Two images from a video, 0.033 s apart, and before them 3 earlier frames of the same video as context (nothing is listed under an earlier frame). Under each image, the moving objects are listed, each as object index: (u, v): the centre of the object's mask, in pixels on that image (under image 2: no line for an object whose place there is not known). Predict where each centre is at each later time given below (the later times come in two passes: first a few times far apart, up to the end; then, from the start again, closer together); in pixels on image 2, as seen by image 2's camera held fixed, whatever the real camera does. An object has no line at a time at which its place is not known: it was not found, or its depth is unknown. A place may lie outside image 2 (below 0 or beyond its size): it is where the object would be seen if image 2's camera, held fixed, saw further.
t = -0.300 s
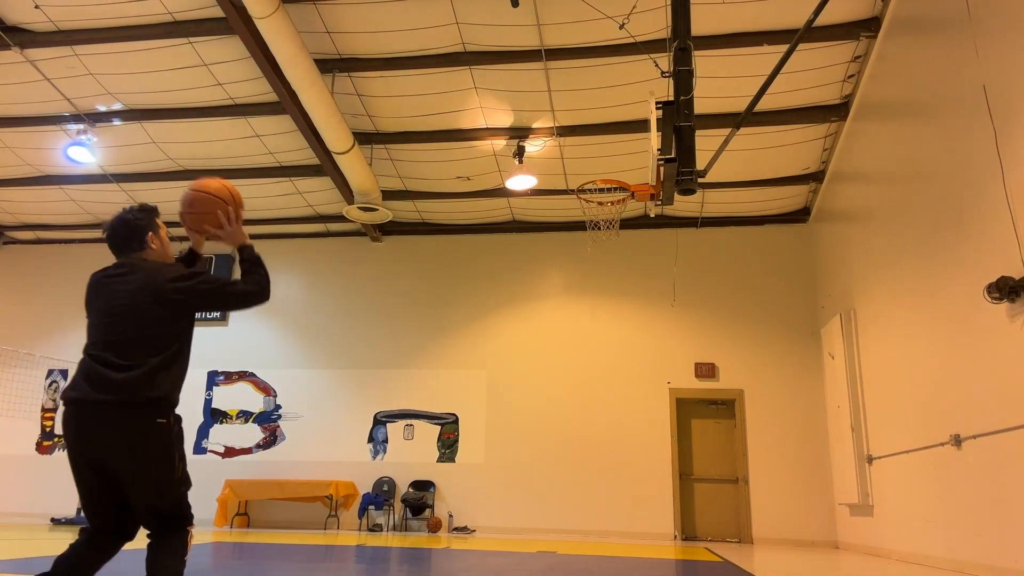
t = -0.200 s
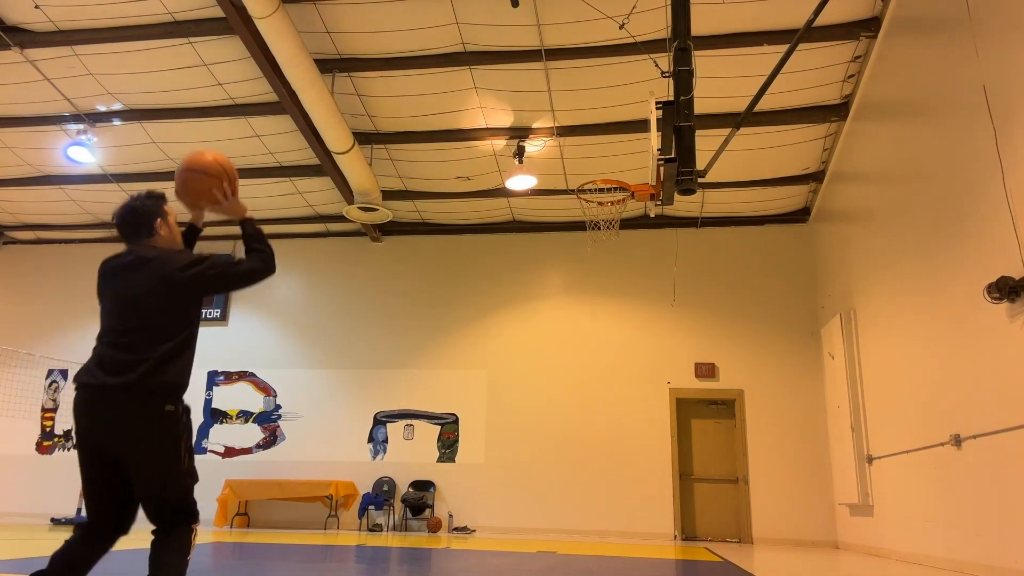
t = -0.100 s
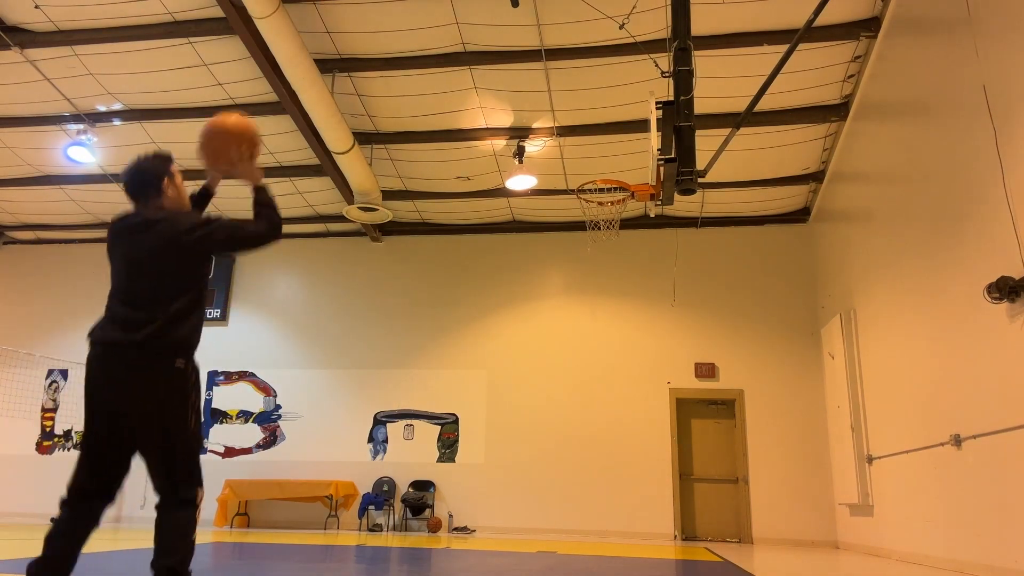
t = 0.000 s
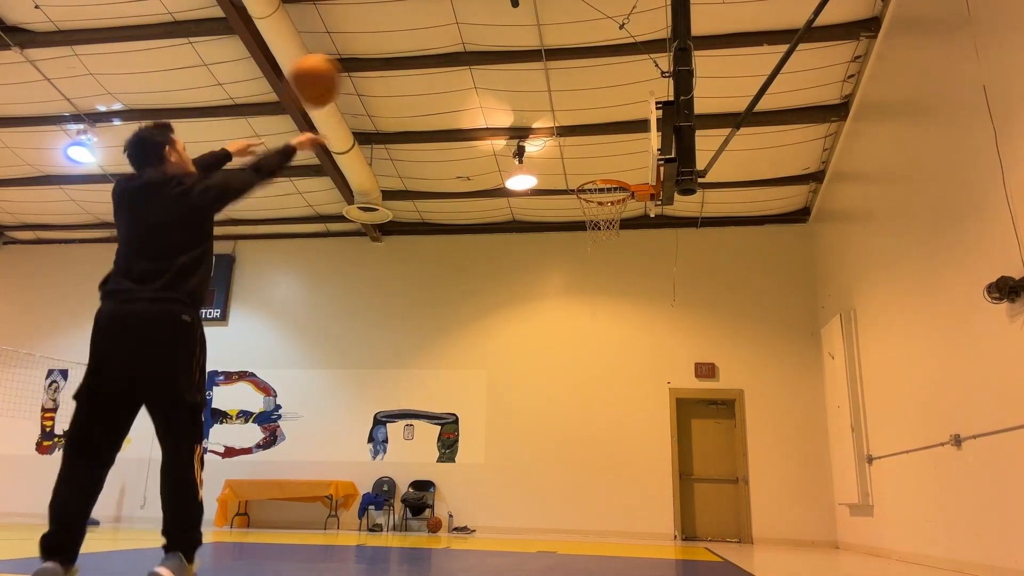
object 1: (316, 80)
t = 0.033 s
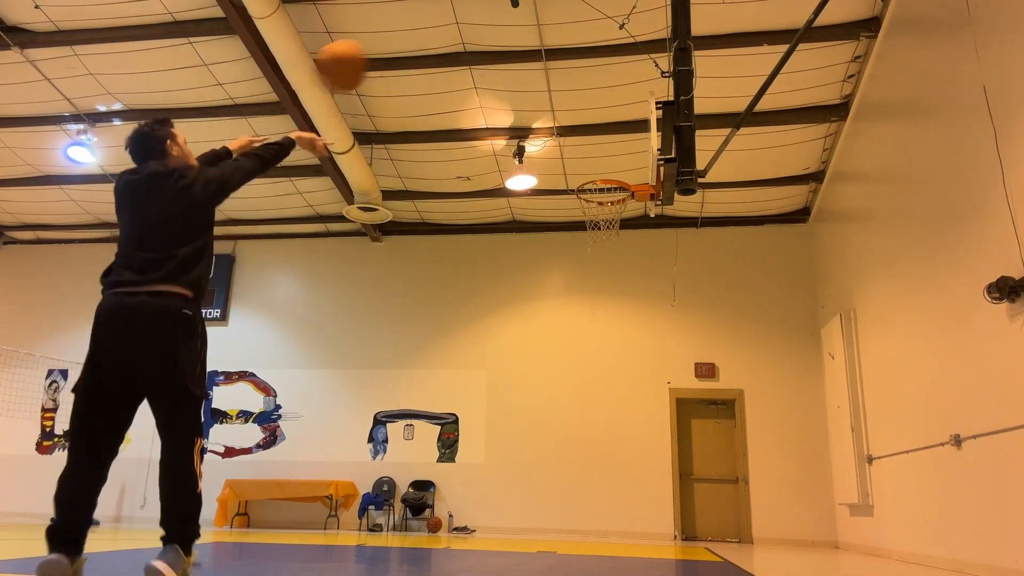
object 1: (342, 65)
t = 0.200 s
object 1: (451, 31)
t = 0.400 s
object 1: (541, 45)
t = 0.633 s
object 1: (617, 111)
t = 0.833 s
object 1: (612, 178)
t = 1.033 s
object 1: (577, 234)
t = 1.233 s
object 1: (545, 291)
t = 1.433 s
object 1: (512, 392)
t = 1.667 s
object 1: (474, 527)
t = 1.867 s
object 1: (465, 398)
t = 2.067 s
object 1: (454, 324)
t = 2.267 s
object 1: (442, 296)
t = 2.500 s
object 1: (423, 319)
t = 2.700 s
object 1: (403, 392)
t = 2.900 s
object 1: (377, 526)
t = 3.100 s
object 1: (367, 439)
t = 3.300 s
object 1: (359, 364)
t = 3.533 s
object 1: (342, 343)
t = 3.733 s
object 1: (322, 381)
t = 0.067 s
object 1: (368, 54)
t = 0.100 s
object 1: (391, 45)
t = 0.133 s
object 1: (413, 38)
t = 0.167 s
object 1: (433, 34)
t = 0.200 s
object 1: (451, 31)
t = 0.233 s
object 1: (469, 30)
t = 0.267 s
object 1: (485, 31)
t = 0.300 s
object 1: (500, 33)
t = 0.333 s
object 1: (514, 36)
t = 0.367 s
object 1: (528, 41)
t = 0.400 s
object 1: (541, 45)
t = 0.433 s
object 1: (553, 52)
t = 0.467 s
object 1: (565, 60)
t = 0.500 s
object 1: (576, 68)
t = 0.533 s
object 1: (587, 78)
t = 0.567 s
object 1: (597, 88)
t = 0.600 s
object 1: (607, 99)
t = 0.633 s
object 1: (617, 111)
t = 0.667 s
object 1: (626, 123)
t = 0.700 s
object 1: (635, 136)
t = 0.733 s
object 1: (630, 147)
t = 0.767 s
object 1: (624, 157)
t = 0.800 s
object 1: (618, 168)
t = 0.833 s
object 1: (612, 178)
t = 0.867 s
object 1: (606, 196)
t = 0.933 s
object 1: (591, 221)
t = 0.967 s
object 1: (588, 225)
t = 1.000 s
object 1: (583, 229)
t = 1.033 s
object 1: (577, 234)
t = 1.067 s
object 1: (572, 241)
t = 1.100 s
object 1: (567, 249)
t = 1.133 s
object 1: (561, 258)
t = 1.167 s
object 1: (556, 268)
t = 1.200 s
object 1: (551, 279)
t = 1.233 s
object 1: (545, 291)
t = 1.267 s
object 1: (540, 304)
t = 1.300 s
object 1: (534, 319)
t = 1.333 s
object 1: (529, 336)
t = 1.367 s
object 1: (523, 353)
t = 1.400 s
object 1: (518, 372)
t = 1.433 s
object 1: (512, 392)
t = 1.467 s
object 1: (506, 414)
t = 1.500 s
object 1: (500, 437)
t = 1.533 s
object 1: (495, 462)
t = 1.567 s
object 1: (488, 488)
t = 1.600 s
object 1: (483, 516)
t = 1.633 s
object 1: (476, 546)
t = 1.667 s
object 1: (474, 527)
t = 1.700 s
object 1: (473, 501)
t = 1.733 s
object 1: (471, 477)
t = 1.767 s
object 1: (470, 454)
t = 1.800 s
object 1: (469, 434)
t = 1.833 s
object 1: (467, 415)
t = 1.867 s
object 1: (465, 398)
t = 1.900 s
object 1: (463, 382)
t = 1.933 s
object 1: (462, 368)
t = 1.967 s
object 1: (460, 355)
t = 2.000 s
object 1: (458, 343)
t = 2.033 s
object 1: (456, 333)
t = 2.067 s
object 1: (454, 324)
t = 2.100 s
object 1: (452, 316)
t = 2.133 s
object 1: (451, 310)
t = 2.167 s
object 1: (449, 305)
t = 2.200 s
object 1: (446, 300)
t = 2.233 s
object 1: (444, 298)
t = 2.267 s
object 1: (442, 296)
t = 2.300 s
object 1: (439, 296)
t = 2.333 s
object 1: (437, 296)
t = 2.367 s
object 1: (435, 298)
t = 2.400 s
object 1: (432, 302)
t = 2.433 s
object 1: (429, 306)
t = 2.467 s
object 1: (426, 312)
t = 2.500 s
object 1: (423, 319)
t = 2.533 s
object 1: (420, 328)
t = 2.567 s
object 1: (417, 338)
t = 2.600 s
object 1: (414, 349)
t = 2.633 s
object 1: (410, 362)
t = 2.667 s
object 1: (407, 376)
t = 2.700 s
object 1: (403, 392)
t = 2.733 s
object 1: (399, 410)
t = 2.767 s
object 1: (395, 430)
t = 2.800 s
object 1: (391, 452)
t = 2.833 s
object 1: (387, 474)
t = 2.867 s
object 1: (382, 500)
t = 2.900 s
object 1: (377, 526)
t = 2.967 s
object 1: (372, 524)
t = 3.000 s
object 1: (371, 501)
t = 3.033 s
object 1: (370, 477)
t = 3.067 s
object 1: (369, 457)
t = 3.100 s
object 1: (367, 439)
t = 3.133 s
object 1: (367, 423)
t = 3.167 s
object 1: (365, 408)
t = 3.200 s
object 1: (364, 395)
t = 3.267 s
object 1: (361, 373)
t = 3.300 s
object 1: (359, 364)
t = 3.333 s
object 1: (357, 357)
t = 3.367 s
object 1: (355, 351)
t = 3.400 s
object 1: (353, 347)
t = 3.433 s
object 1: (350, 344)
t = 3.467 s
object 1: (348, 342)
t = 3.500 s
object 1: (345, 342)
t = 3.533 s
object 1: (342, 343)
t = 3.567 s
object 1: (339, 346)
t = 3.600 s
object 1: (336, 350)
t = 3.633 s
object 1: (333, 355)
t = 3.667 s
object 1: (330, 362)
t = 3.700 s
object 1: (326, 371)
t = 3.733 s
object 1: (322, 381)
